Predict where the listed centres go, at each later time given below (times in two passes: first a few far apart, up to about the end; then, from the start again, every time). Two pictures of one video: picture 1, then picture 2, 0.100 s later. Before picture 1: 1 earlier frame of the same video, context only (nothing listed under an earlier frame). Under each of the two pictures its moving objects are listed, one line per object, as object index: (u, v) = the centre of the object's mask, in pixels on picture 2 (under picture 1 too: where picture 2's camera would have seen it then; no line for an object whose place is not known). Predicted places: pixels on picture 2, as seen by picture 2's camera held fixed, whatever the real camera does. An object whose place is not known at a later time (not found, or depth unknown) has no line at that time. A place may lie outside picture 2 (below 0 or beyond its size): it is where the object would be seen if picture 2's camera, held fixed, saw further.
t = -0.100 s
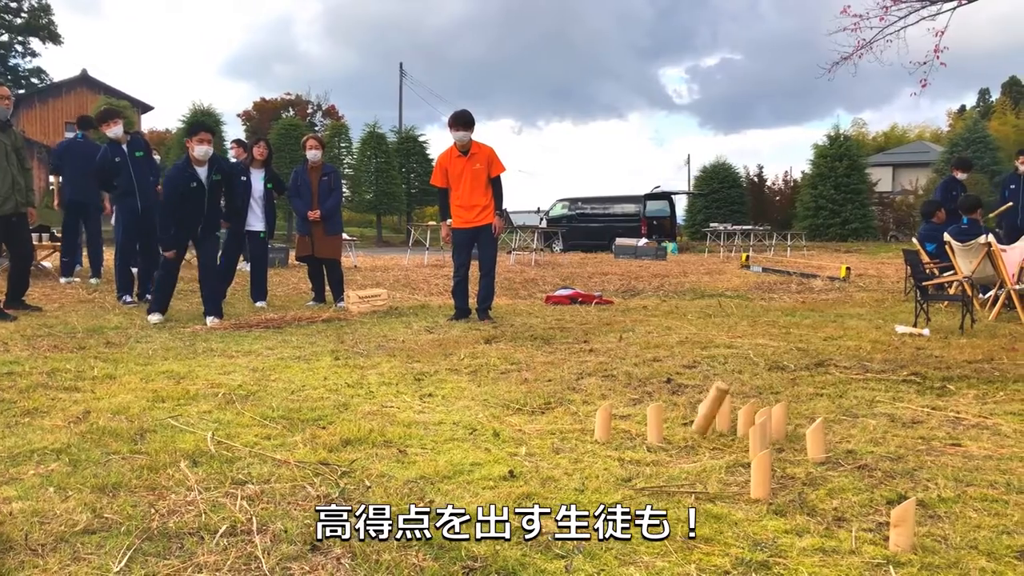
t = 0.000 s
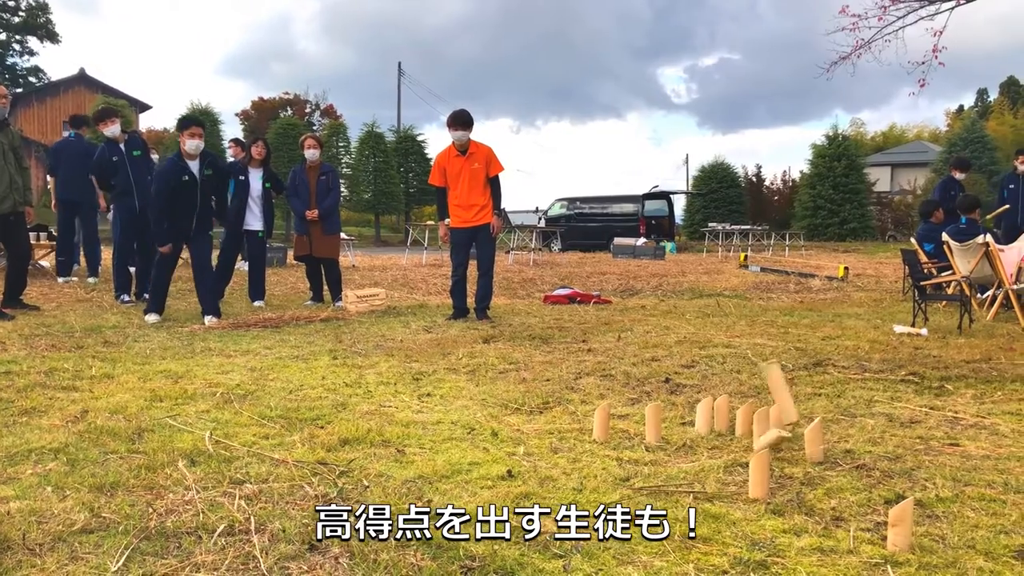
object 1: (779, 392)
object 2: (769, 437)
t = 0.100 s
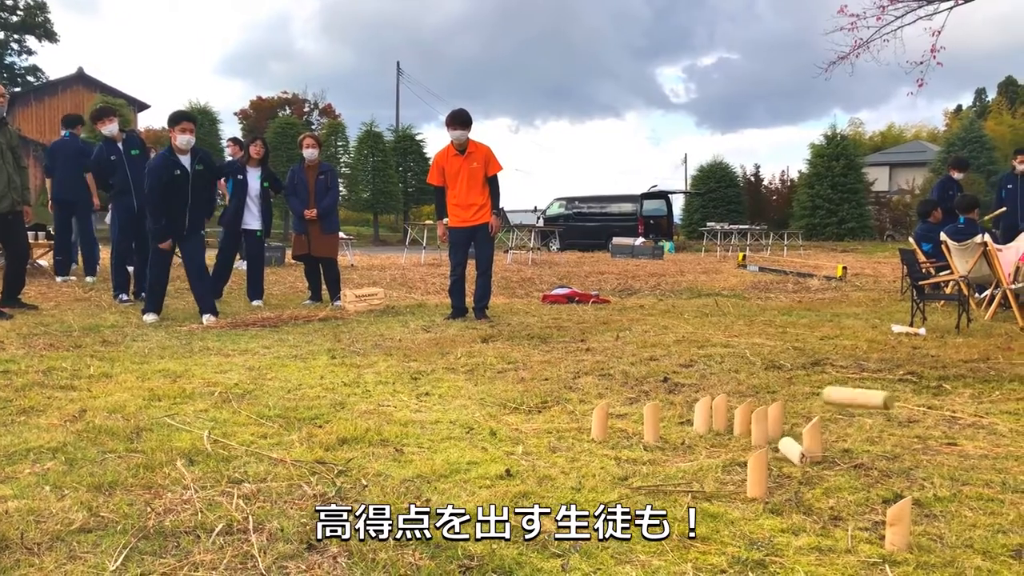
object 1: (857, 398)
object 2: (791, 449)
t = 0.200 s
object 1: (946, 436)
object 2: (795, 450)
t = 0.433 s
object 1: (1007, 501)
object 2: (792, 451)
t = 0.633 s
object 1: (1003, 528)
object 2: (792, 452)
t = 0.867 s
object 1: (1005, 529)
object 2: (793, 453)
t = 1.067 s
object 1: (1006, 529)
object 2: (794, 453)
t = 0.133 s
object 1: (887, 407)
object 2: (795, 450)
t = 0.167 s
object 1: (915, 420)
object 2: (796, 451)
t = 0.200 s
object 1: (946, 436)
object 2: (795, 450)
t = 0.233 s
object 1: (979, 459)
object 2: (795, 451)
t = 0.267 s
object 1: (999, 485)
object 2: (794, 451)
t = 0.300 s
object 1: (1017, 499)
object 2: (793, 451)
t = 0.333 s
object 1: (1015, 494)
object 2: (792, 451)
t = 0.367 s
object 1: (1013, 493)
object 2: (792, 451)
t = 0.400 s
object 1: (1010, 495)
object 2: (792, 451)
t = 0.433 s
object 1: (1007, 501)
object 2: (792, 451)
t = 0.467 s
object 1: (1005, 511)
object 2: (792, 451)
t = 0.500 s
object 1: (1003, 524)
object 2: (792, 451)
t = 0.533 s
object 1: (1002, 524)
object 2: (792, 451)
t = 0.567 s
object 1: (1002, 524)
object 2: (792, 452)
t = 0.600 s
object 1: (1003, 526)
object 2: (792, 452)
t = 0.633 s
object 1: (1003, 528)
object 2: (792, 452)
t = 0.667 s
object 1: (1004, 528)
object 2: (792, 452)
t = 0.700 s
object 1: (1004, 529)
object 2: (792, 452)
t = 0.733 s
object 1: (1005, 529)
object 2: (792, 452)
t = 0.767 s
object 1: (1005, 529)
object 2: (792, 452)
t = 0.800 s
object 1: (1005, 529)
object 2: (793, 453)
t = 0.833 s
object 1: (1005, 529)
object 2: (793, 453)
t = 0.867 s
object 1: (1005, 529)
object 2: (793, 453)
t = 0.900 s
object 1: (1006, 529)
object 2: (794, 453)
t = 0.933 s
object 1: (1005, 529)
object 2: (794, 453)
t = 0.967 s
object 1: (1006, 529)
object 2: (794, 453)
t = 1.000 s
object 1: (1006, 529)
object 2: (794, 453)
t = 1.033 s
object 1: (1006, 529)
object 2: (794, 453)
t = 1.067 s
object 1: (1006, 529)
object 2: (794, 453)
